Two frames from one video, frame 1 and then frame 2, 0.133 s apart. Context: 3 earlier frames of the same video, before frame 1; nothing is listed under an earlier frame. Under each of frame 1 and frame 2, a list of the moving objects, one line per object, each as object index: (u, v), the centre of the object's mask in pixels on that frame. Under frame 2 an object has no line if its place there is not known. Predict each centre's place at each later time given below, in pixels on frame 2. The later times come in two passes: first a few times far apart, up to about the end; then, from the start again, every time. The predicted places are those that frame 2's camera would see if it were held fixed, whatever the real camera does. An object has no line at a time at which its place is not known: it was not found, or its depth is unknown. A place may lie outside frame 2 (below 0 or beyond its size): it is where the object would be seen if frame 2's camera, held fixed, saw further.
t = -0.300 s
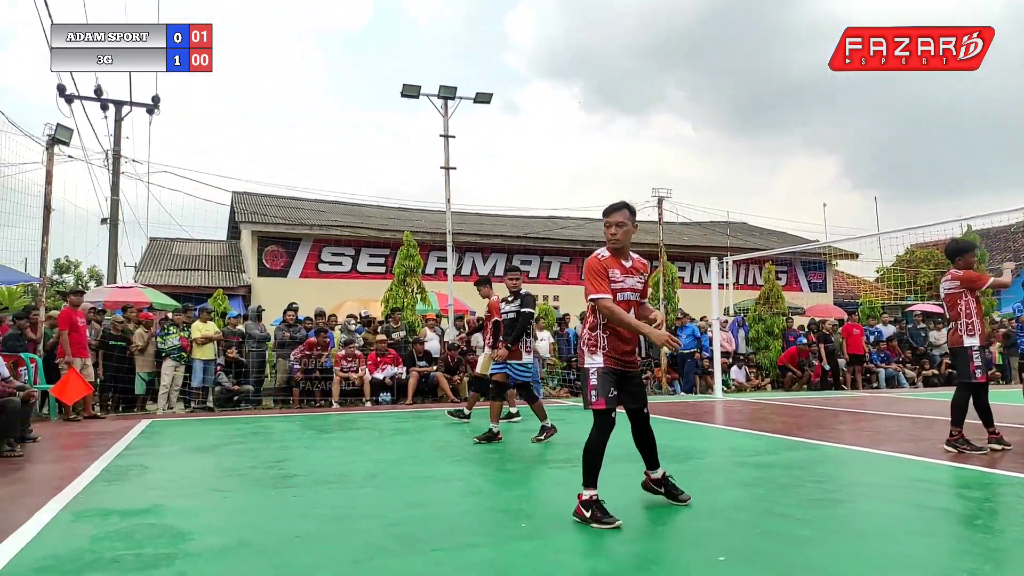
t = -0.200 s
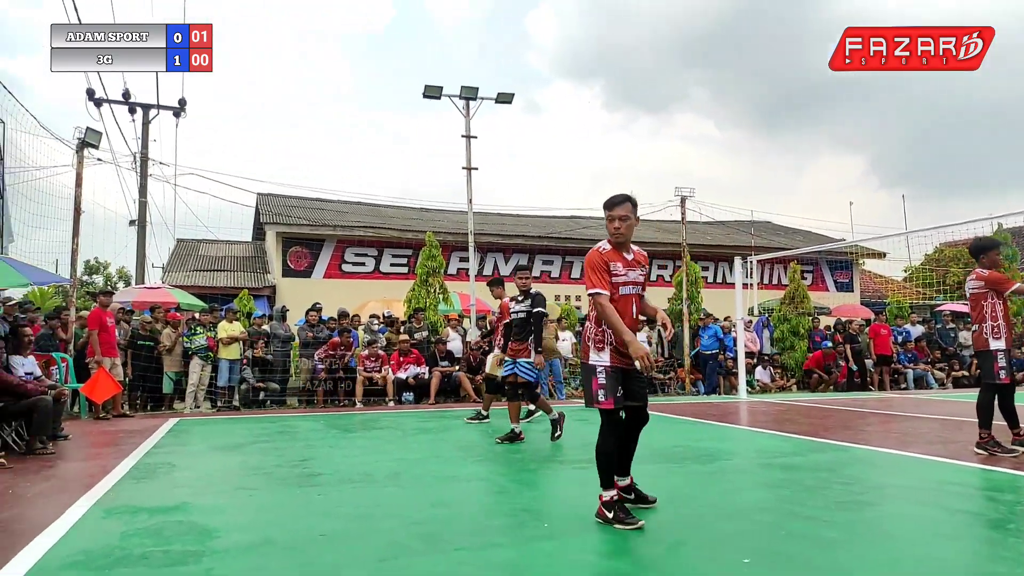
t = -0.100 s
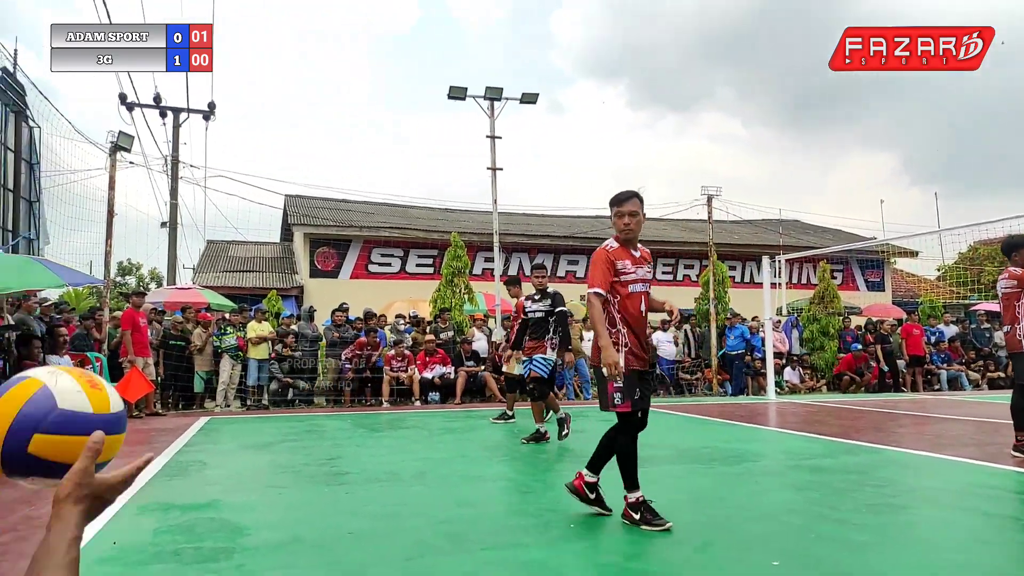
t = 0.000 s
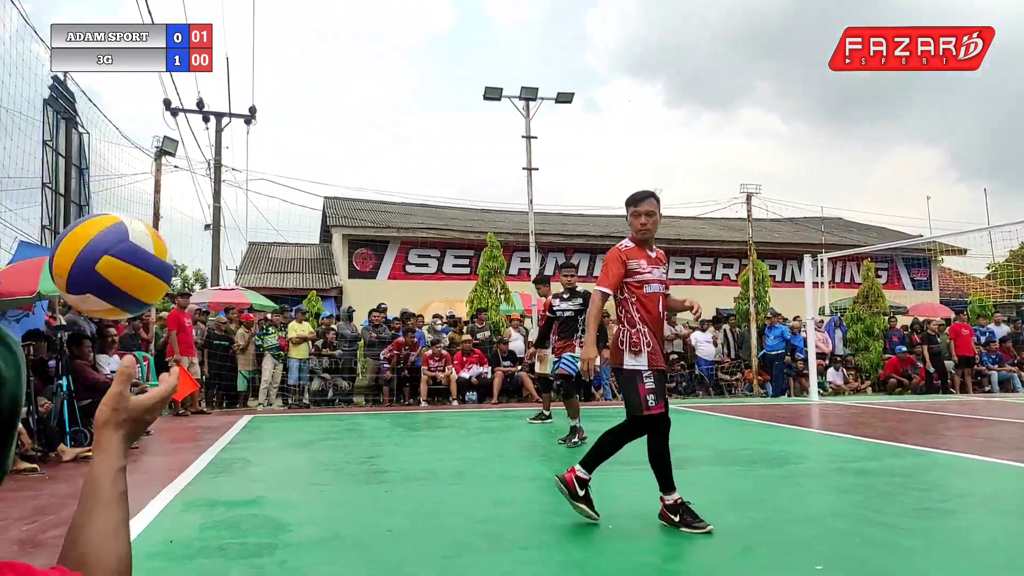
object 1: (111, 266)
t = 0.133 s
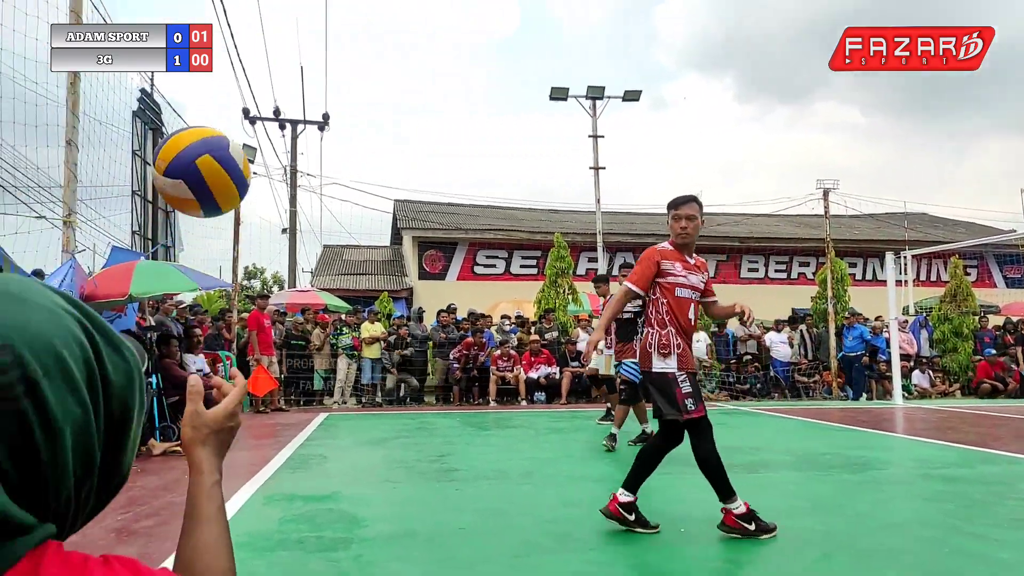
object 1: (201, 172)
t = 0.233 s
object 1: (200, 155)
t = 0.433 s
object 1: (206, 228)
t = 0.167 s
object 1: (203, 163)
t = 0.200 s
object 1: (204, 157)
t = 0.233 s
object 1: (200, 155)
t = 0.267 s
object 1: (203, 158)
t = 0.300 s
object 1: (204, 167)
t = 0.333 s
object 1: (203, 176)
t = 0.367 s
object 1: (202, 190)
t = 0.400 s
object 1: (204, 208)
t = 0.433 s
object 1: (206, 228)
